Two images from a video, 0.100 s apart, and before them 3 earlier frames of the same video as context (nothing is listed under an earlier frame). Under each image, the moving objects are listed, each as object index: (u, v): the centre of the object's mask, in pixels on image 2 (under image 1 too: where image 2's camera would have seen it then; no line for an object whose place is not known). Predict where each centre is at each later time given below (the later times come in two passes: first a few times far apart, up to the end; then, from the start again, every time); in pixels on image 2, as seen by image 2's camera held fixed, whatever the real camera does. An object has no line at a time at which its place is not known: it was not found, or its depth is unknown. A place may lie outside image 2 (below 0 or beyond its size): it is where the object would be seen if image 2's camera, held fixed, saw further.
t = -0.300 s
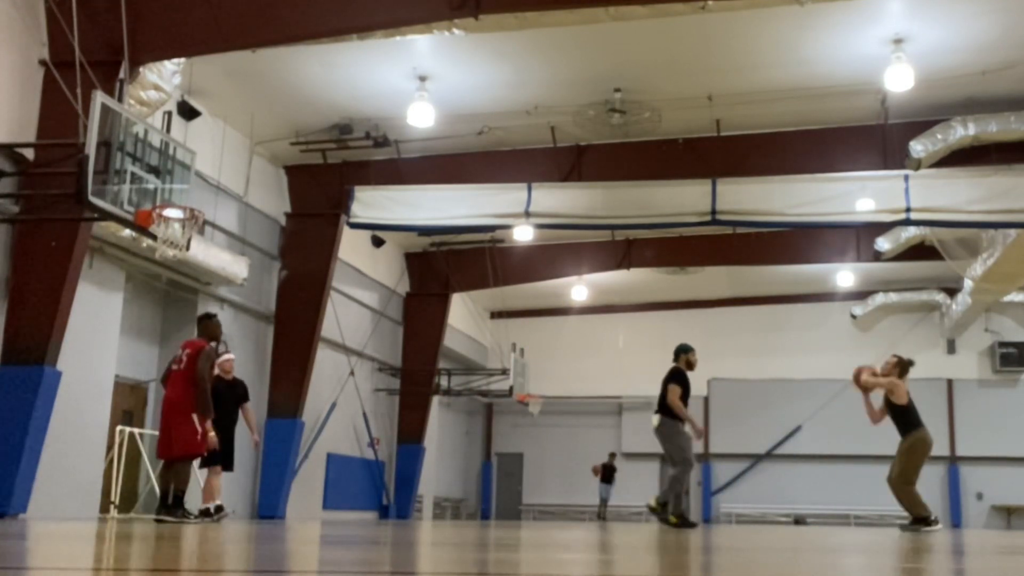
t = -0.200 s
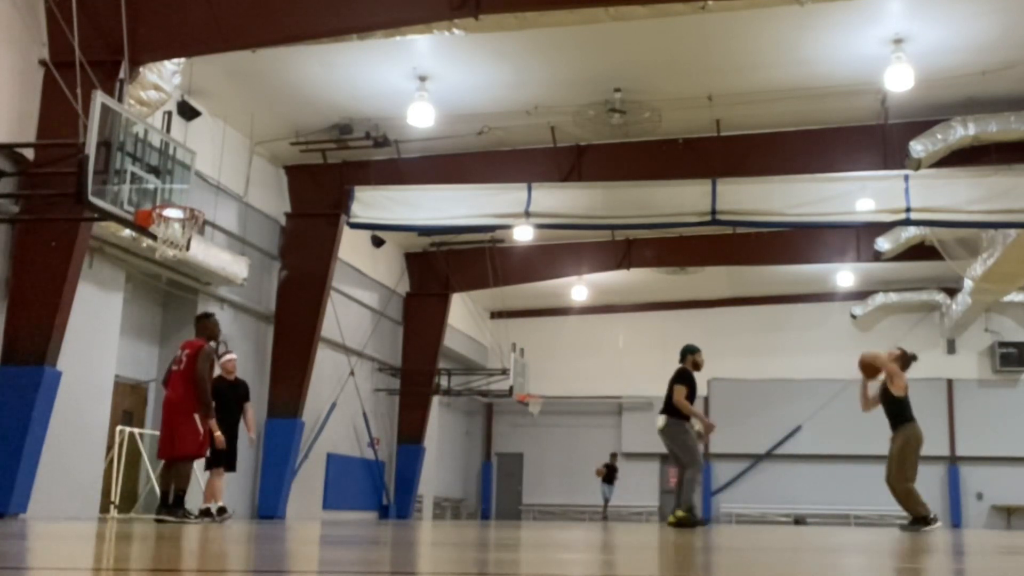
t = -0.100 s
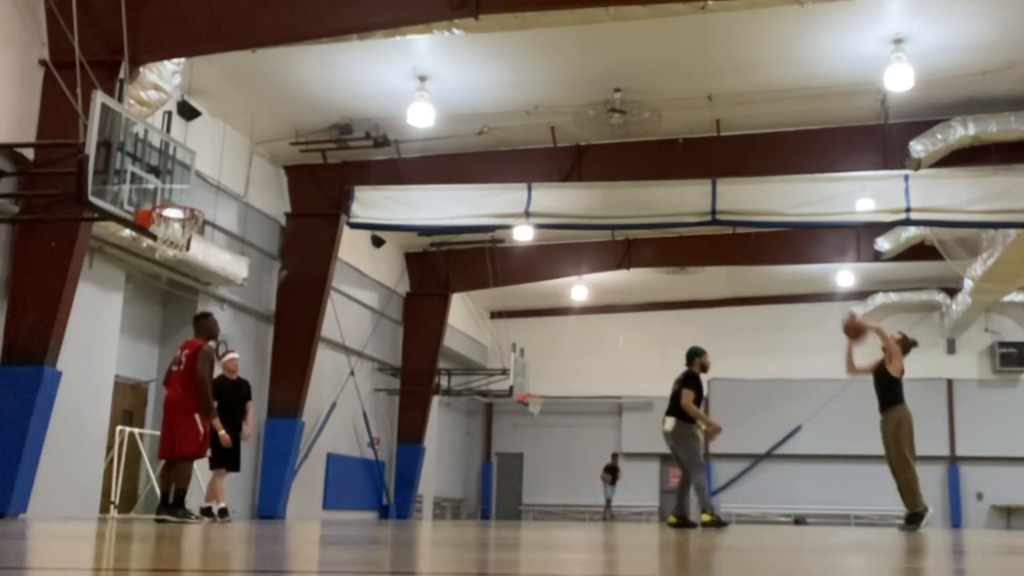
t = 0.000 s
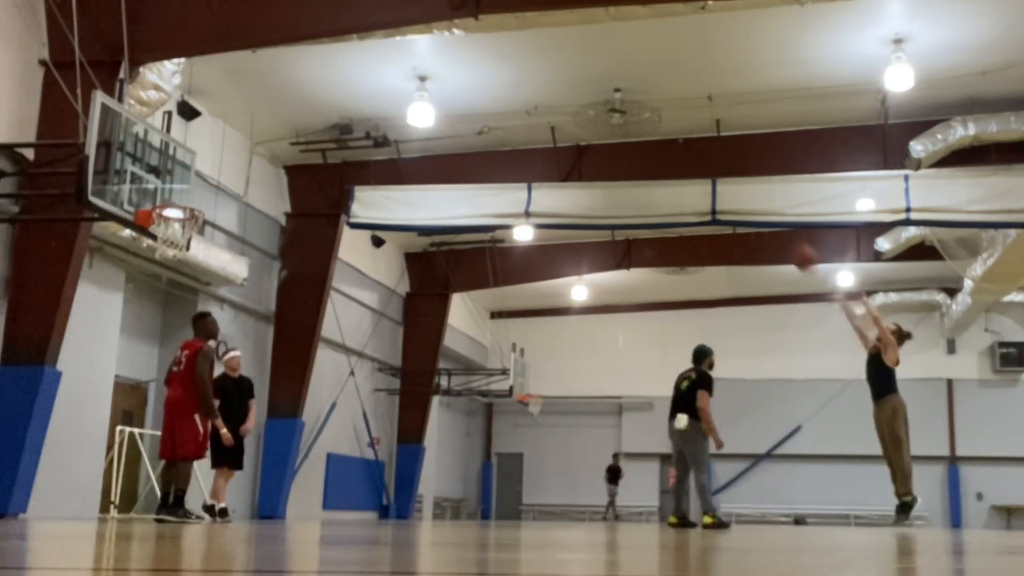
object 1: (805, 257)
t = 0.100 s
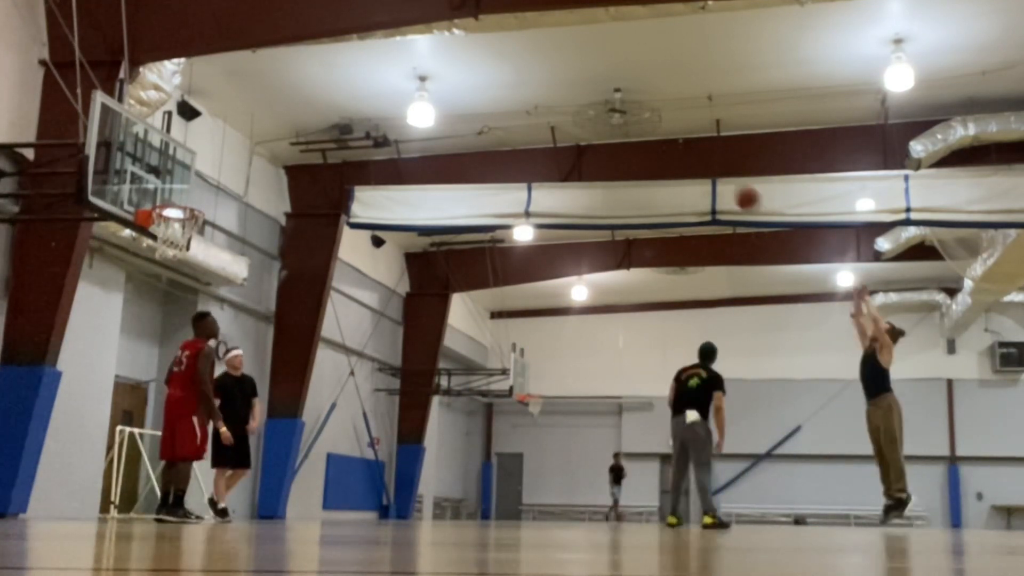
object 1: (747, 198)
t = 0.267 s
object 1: (658, 123)
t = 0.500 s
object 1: (540, 66)
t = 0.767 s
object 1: (411, 67)
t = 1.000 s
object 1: (298, 118)
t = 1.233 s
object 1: (187, 214)
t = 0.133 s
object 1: (728, 178)
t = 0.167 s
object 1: (711, 163)
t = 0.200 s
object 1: (693, 150)
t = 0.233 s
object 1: (676, 137)
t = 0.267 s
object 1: (658, 123)
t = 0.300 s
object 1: (641, 111)
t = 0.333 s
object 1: (622, 101)
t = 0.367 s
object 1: (607, 92)
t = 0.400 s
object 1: (590, 84)
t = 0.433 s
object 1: (573, 77)
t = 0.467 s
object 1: (556, 71)
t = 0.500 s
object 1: (540, 66)
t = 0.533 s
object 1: (523, 62)
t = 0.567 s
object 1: (508, 60)
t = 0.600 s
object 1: (491, 59)
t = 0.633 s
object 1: (475, 58)
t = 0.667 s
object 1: (459, 58)
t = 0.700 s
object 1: (443, 60)
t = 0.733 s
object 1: (426, 63)
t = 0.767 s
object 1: (411, 67)
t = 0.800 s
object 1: (394, 70)
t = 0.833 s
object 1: (379, 76)
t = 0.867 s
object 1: (362, 83)
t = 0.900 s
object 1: (347, 90)
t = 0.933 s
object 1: (331, 98)
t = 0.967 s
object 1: (315, 108)
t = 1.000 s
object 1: (298, 118)
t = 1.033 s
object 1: (282, 129)
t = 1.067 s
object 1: (266, 142)
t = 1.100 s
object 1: (250, 154)
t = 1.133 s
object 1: (234, 168)
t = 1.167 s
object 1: (217, 183)
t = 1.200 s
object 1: (200, 198)
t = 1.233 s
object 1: (187, 214)
